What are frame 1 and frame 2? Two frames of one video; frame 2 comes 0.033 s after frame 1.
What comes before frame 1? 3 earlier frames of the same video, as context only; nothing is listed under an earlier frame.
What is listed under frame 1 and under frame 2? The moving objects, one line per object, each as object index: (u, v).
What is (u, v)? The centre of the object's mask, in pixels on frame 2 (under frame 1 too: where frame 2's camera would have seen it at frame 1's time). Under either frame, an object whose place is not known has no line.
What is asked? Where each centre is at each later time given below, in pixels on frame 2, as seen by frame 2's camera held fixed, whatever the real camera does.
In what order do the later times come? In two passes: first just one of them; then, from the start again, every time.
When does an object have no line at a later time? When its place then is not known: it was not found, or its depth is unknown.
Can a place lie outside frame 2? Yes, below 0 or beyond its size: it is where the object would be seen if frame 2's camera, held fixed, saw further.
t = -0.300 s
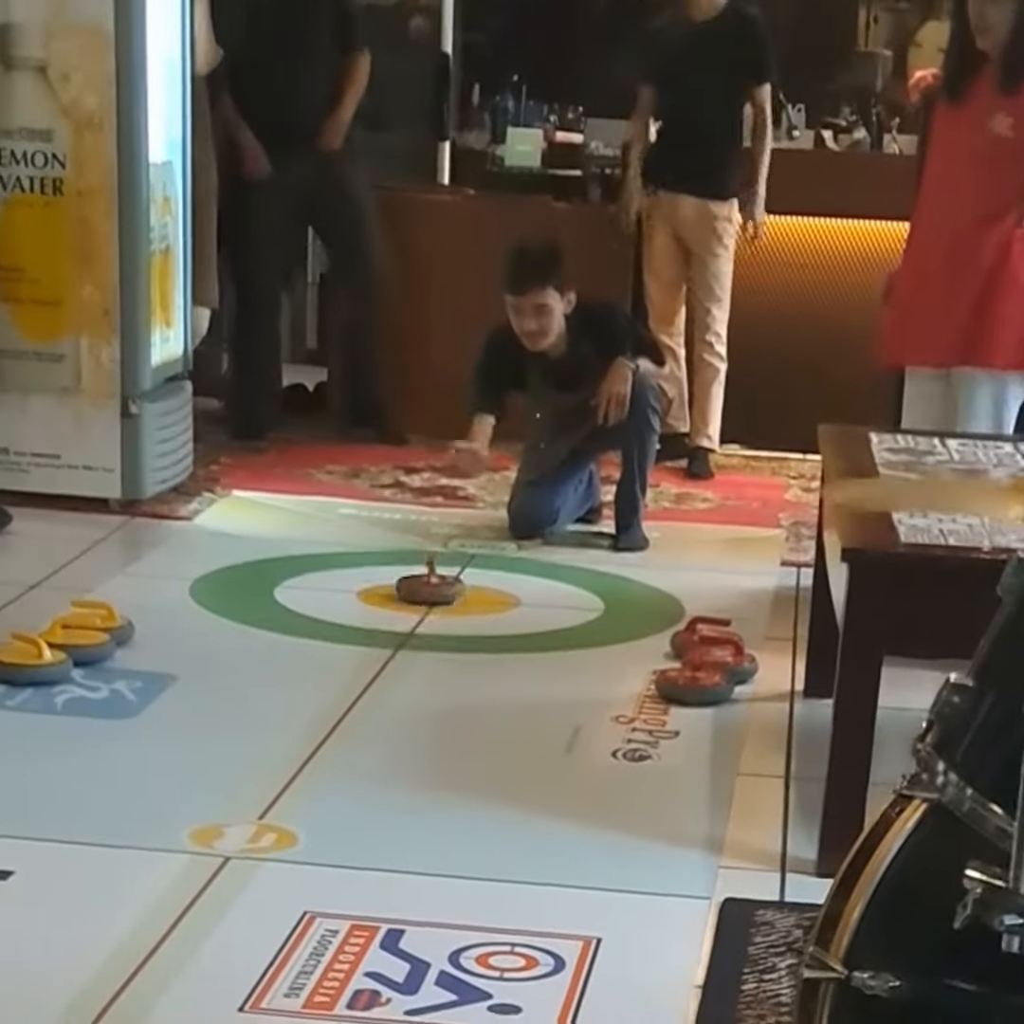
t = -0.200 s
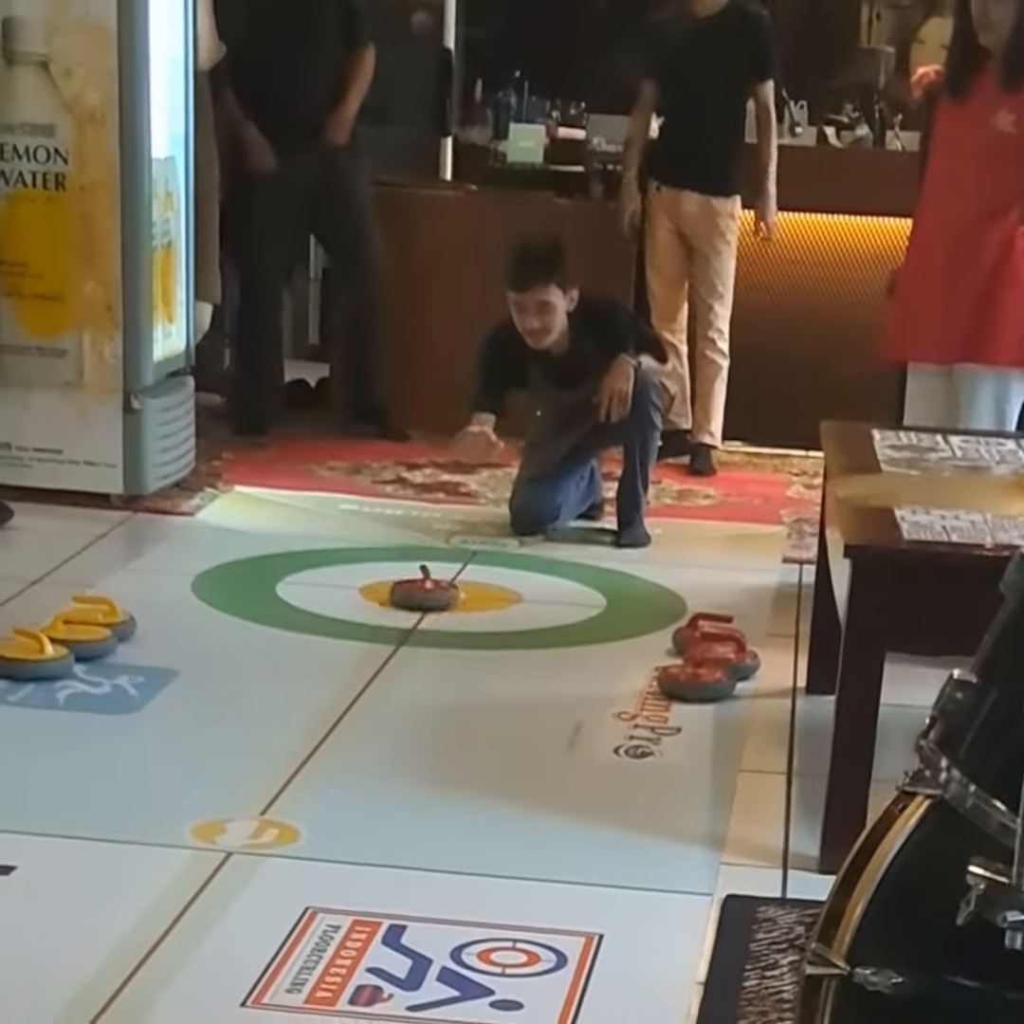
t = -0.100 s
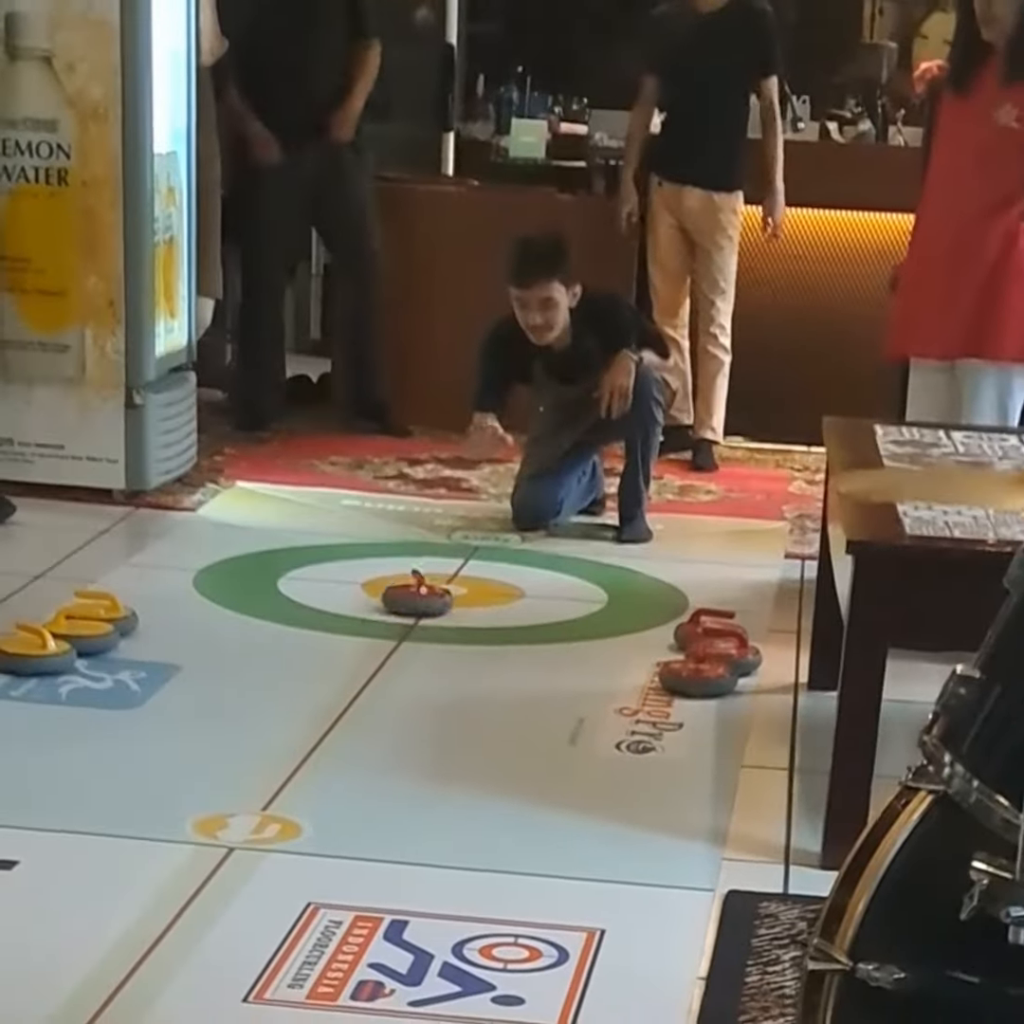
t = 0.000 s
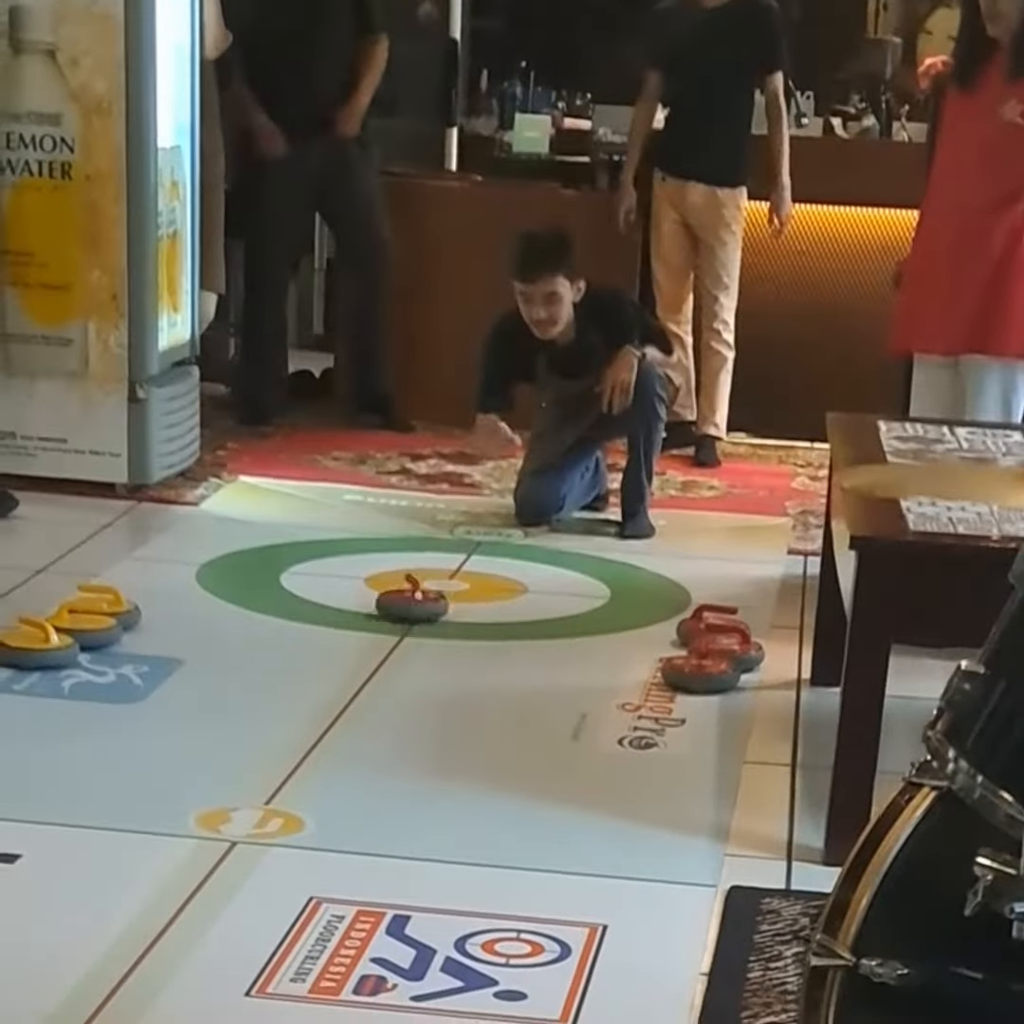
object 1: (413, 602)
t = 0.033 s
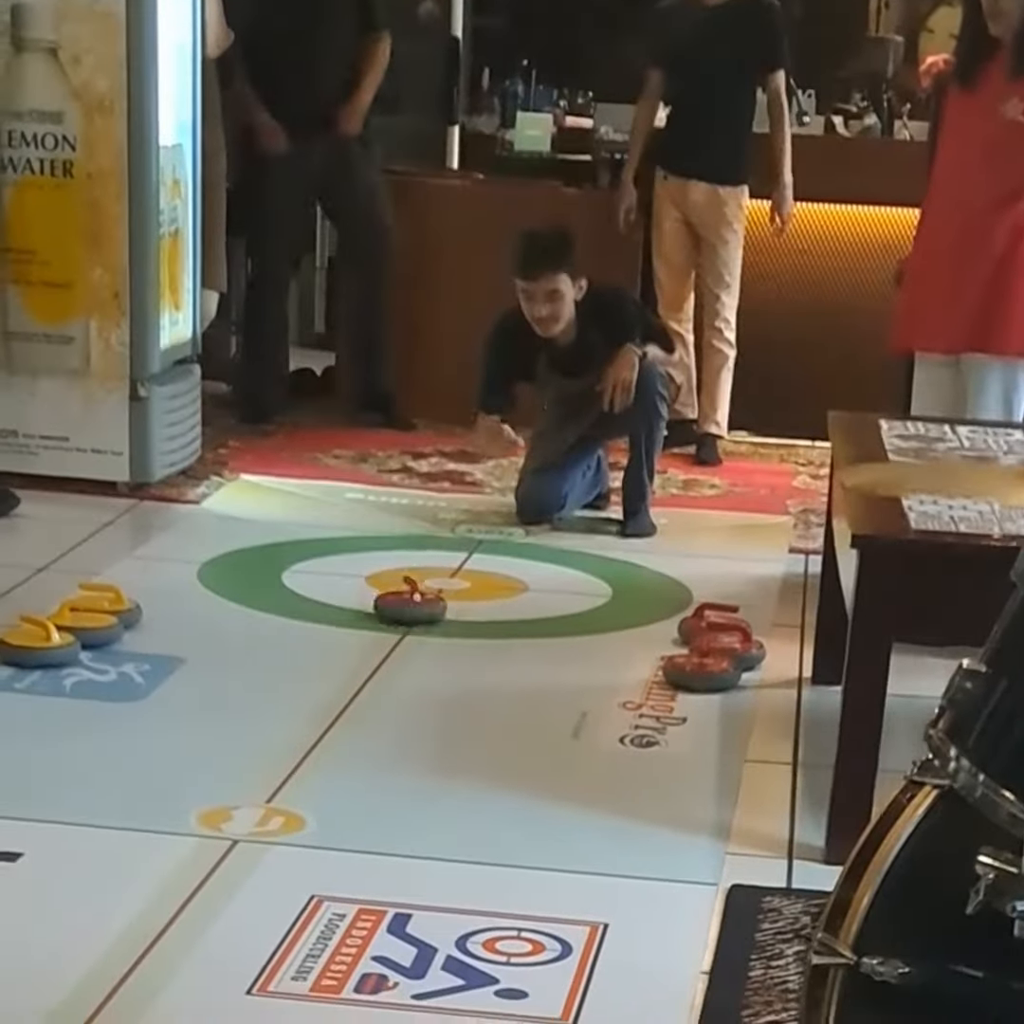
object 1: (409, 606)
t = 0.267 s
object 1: (389, 630)
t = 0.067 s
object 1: (407, 609)
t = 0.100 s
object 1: (404, 612)
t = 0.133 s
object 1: (401, 616)
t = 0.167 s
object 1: (398, 619)
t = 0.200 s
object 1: (396, 623)
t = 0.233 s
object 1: (392, 627)
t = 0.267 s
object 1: (389, 630)
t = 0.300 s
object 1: (385, 633)
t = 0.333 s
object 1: (383, 636)
